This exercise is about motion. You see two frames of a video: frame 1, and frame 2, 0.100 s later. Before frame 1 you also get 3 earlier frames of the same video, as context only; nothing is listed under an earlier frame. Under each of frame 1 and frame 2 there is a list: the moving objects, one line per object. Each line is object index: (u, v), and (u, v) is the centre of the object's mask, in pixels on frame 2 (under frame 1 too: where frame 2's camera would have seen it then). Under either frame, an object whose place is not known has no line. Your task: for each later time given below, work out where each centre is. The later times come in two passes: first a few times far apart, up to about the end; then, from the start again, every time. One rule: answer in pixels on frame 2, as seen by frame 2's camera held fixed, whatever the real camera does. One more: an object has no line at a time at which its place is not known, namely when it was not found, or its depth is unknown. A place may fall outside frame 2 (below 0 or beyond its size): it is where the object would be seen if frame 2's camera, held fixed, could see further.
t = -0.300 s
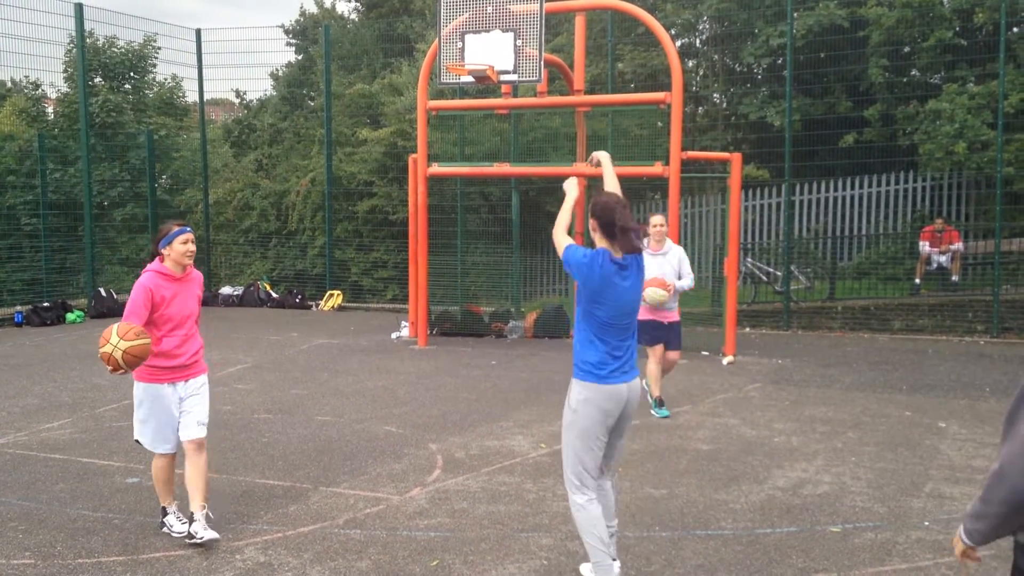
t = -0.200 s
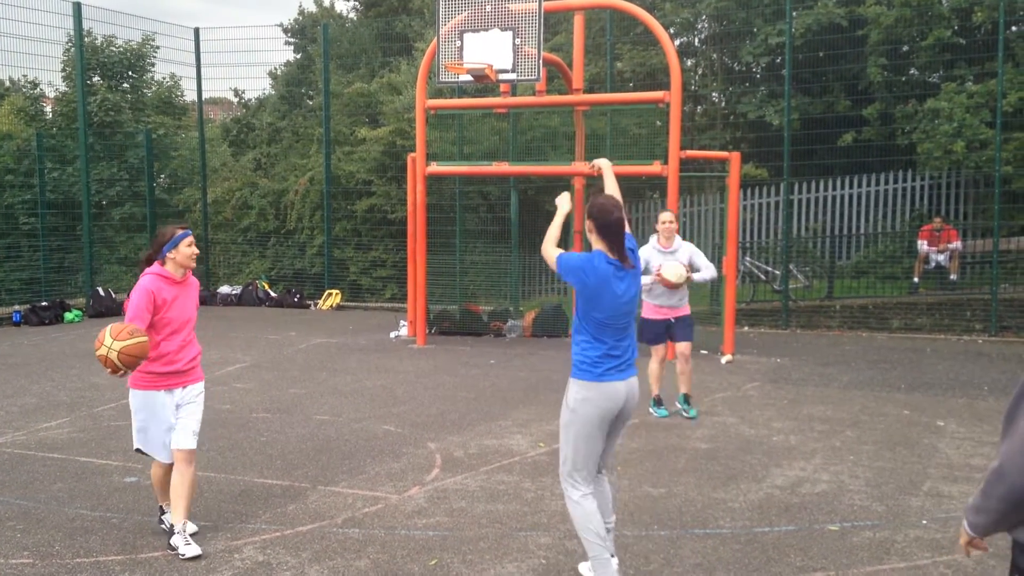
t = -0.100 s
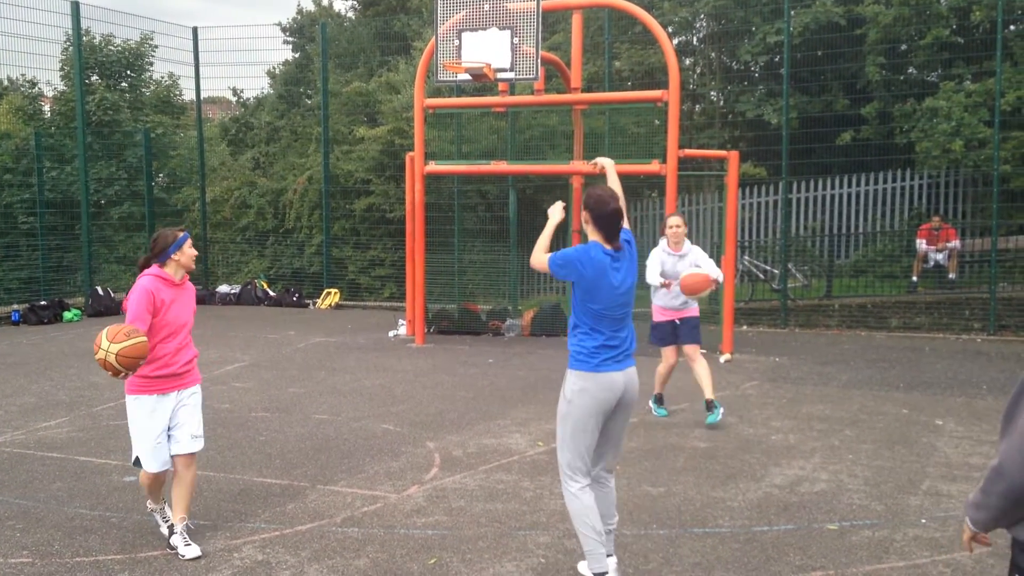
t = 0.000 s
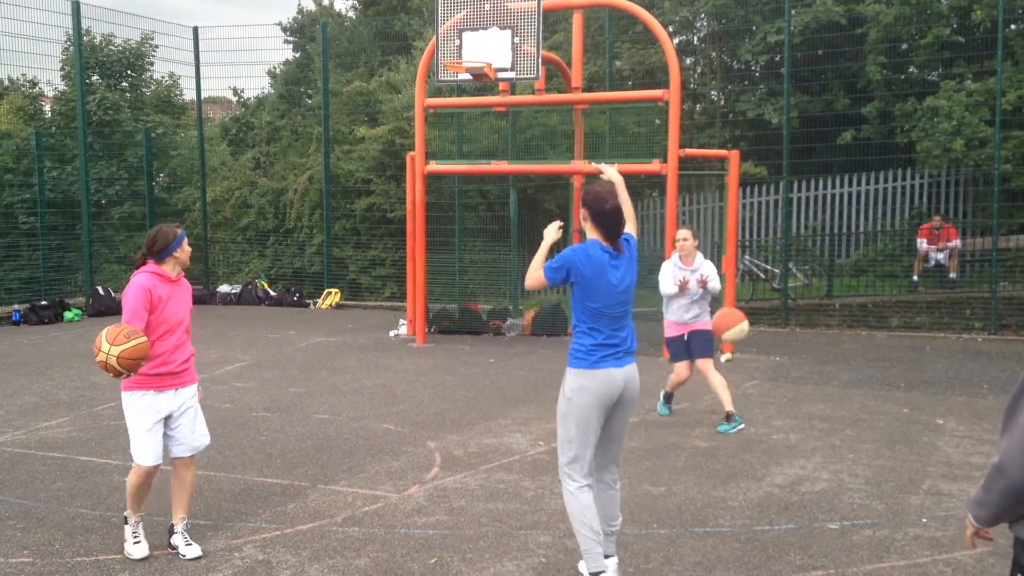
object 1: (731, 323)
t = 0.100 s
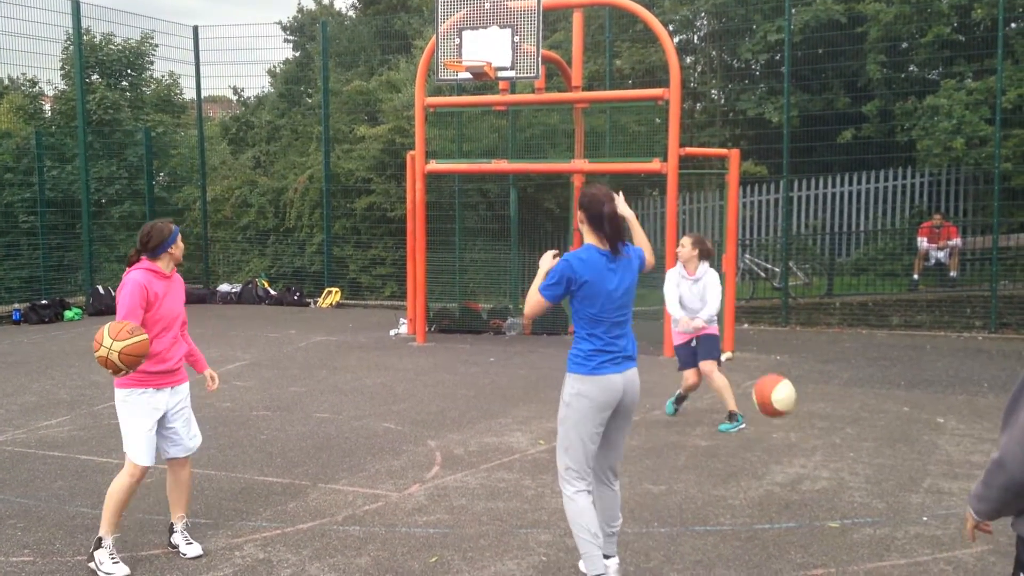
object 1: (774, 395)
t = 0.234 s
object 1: (852, 545)
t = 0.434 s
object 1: (928, 474)
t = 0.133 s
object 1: (792, 428)
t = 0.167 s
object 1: (811, 466)
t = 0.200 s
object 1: (833, 511)
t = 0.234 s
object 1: (852, 545)
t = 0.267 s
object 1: (863, 529)
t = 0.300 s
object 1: (874, 515)
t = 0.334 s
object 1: (887, 501)
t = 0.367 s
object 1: (900, 490)
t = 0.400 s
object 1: (914, 482)
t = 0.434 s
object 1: (928, 474)
